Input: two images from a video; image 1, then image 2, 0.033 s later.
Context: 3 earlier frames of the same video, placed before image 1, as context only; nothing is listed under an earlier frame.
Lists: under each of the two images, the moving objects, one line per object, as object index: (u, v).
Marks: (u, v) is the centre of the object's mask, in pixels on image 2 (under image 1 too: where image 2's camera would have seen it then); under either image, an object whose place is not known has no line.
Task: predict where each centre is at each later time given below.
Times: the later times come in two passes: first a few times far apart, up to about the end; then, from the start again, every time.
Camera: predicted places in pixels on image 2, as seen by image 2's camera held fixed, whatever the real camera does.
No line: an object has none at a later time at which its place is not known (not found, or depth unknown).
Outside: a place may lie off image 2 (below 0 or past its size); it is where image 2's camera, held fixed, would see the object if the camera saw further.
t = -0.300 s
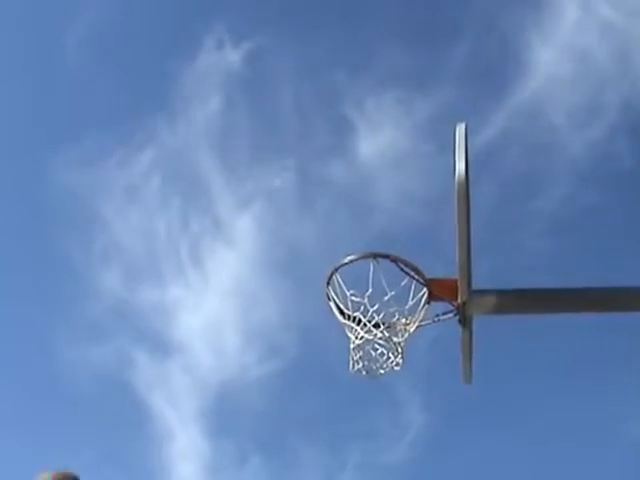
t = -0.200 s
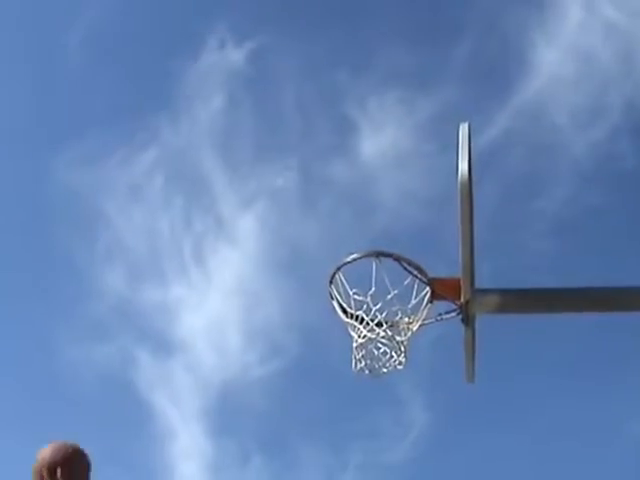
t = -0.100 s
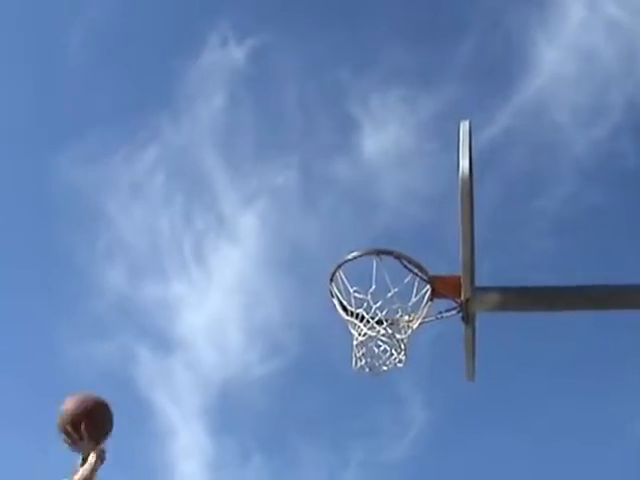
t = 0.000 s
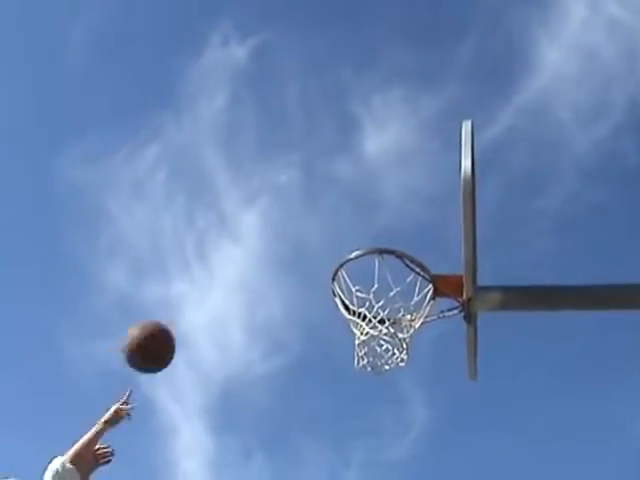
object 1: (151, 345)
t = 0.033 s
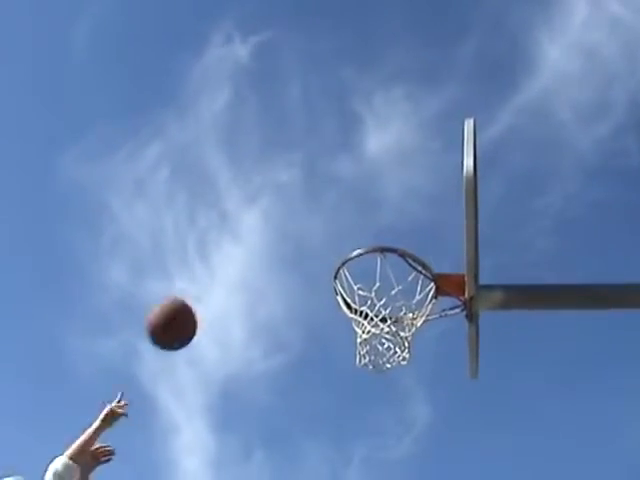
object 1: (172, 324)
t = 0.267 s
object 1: (288, 242)
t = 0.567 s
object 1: (404, 256)
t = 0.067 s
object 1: (191, 306)
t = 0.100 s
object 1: (209, 291)
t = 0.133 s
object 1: (227, 277)
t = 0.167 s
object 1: (243, 266)
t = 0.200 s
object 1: (258, 256)
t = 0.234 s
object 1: (273, 248)
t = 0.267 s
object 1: (288, 242)
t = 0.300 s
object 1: (302, 238)
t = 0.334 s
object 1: (316, 234)
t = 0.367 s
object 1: (328, 232)
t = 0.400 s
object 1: (341, 232)
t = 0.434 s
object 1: (354, 232)
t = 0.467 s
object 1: (368, 238)
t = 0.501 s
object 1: (381, 242)
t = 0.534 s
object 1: (392, 249)
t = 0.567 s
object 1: (404, 256)
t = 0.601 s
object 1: (415, 266)
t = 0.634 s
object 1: (408, 269)
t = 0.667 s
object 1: (394, 269)
